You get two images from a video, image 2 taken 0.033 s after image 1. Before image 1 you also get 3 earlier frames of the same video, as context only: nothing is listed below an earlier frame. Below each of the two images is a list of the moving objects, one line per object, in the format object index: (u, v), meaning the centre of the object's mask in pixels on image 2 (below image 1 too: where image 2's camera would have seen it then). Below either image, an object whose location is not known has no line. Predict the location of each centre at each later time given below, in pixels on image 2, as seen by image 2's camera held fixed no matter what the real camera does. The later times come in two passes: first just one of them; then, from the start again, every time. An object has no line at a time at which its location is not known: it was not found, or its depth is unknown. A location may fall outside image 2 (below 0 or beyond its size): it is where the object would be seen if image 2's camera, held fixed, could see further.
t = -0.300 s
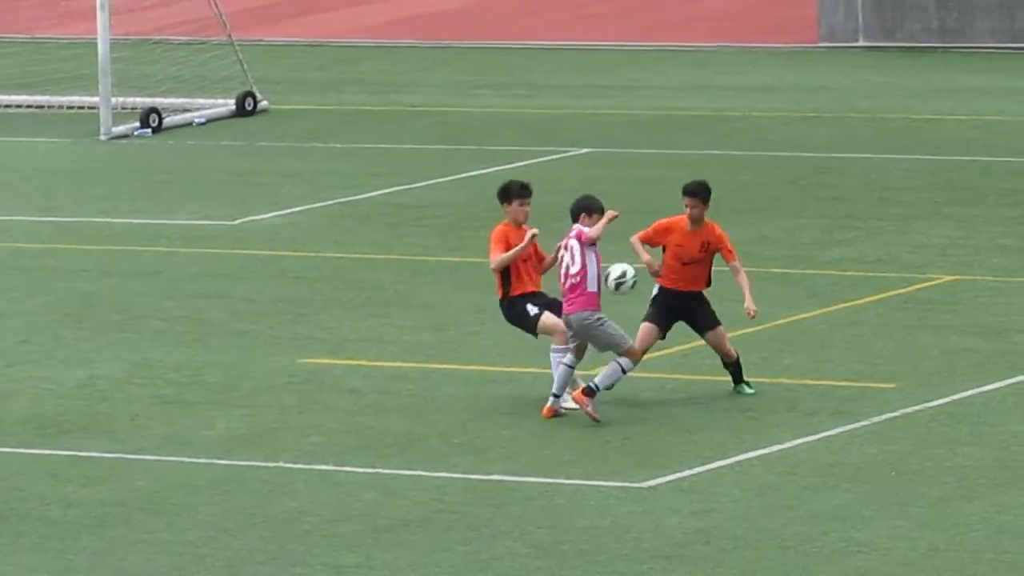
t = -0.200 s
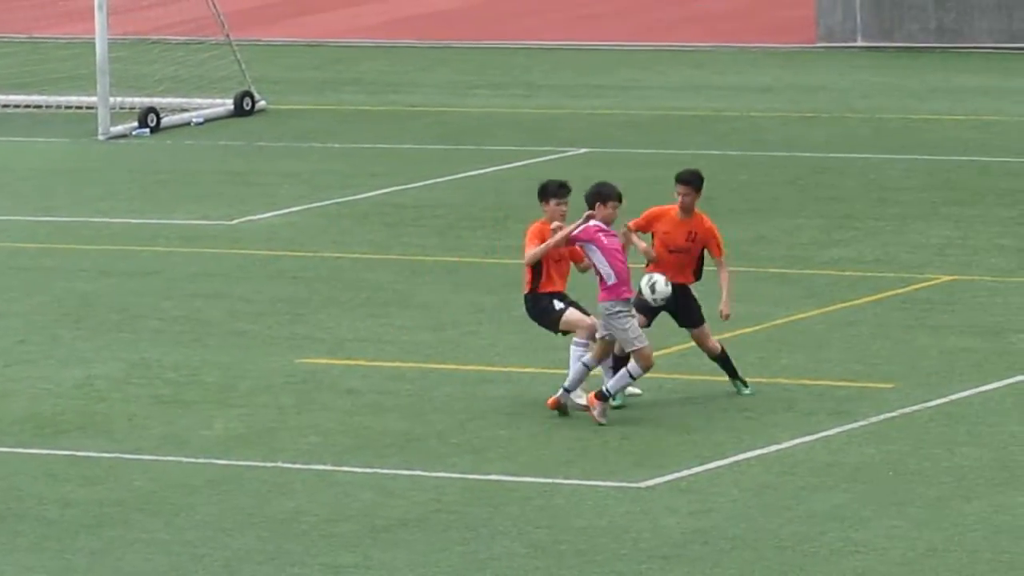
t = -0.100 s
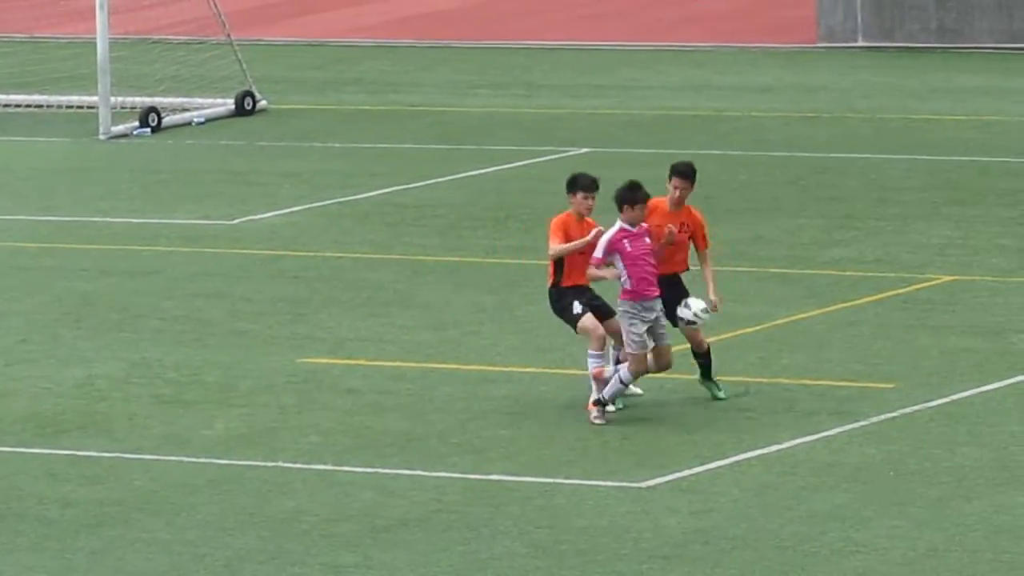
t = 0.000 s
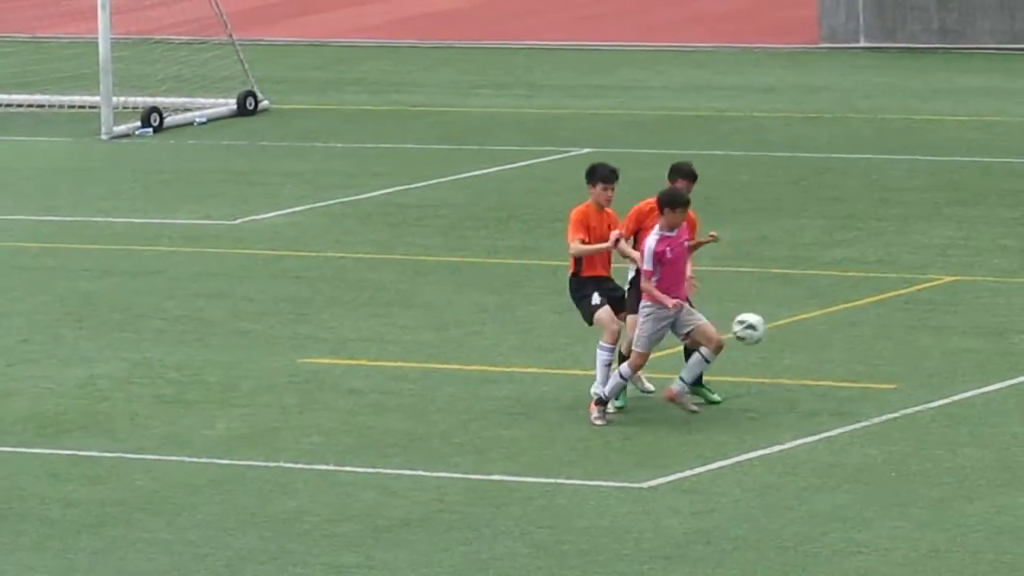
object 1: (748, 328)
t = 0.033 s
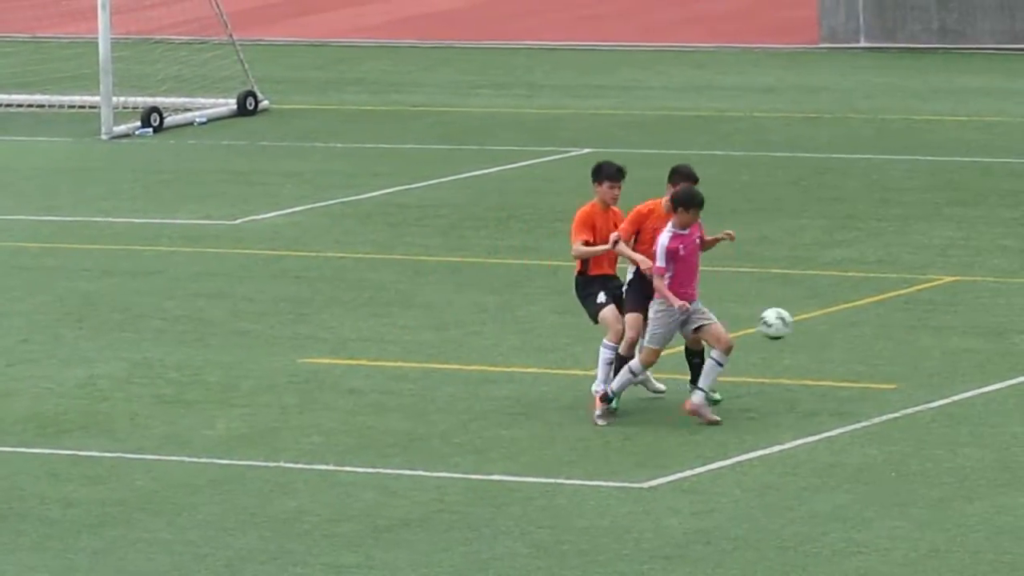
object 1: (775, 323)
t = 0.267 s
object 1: (964, 333)
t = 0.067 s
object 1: (801, 319)
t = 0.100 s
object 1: (828, 319)
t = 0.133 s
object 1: (856, 317)
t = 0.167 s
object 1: (883, 319)
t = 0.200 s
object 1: (911, 322)
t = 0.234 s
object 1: (938, 327)
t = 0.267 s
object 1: (964, 333)
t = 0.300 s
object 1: (992, 342)
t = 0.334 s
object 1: (1020, 350)
